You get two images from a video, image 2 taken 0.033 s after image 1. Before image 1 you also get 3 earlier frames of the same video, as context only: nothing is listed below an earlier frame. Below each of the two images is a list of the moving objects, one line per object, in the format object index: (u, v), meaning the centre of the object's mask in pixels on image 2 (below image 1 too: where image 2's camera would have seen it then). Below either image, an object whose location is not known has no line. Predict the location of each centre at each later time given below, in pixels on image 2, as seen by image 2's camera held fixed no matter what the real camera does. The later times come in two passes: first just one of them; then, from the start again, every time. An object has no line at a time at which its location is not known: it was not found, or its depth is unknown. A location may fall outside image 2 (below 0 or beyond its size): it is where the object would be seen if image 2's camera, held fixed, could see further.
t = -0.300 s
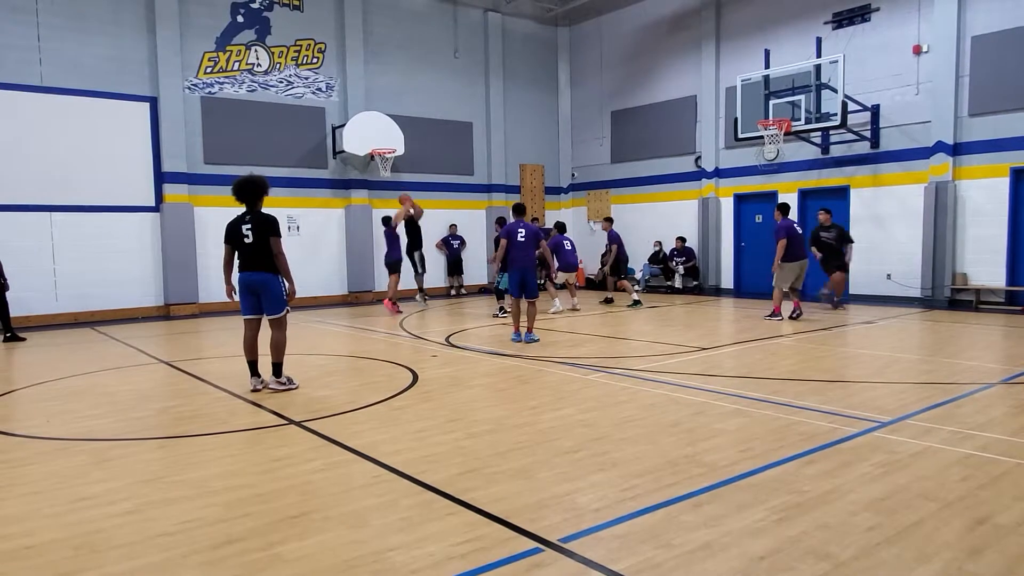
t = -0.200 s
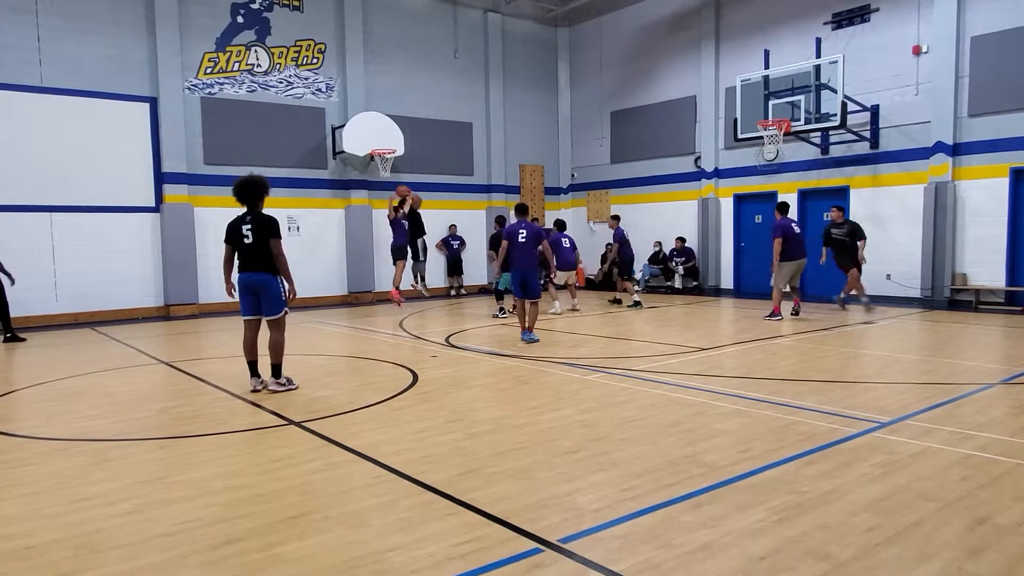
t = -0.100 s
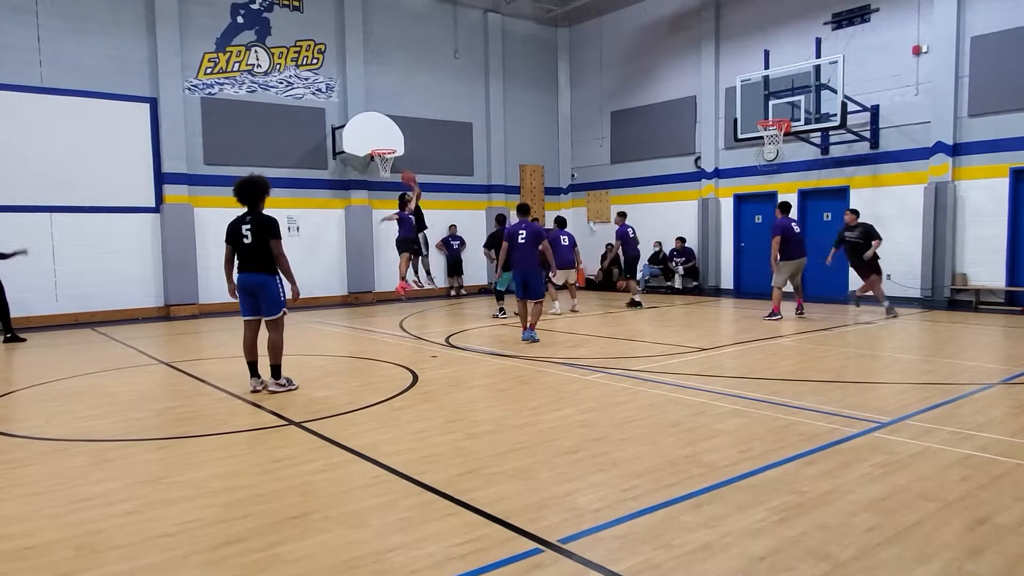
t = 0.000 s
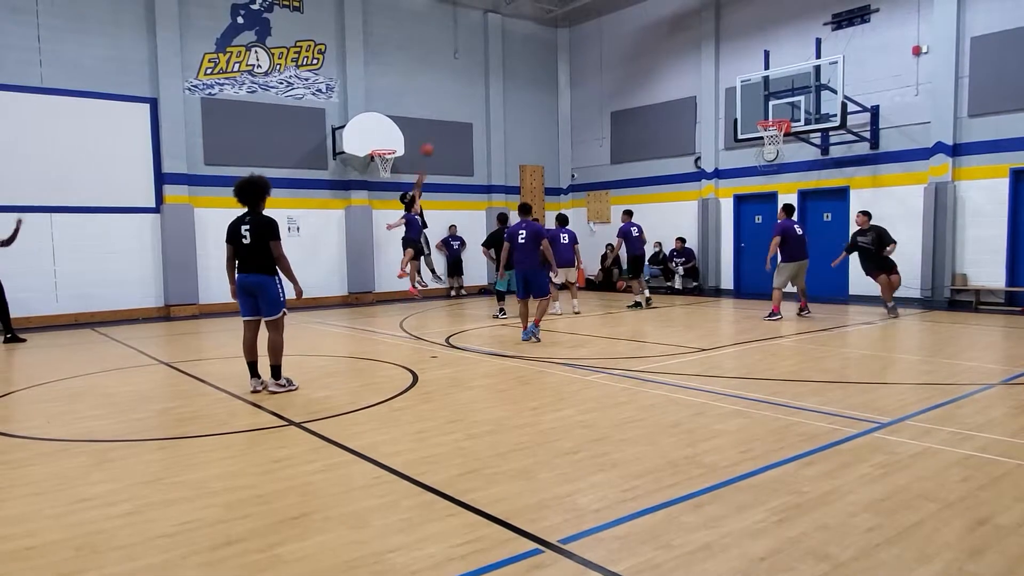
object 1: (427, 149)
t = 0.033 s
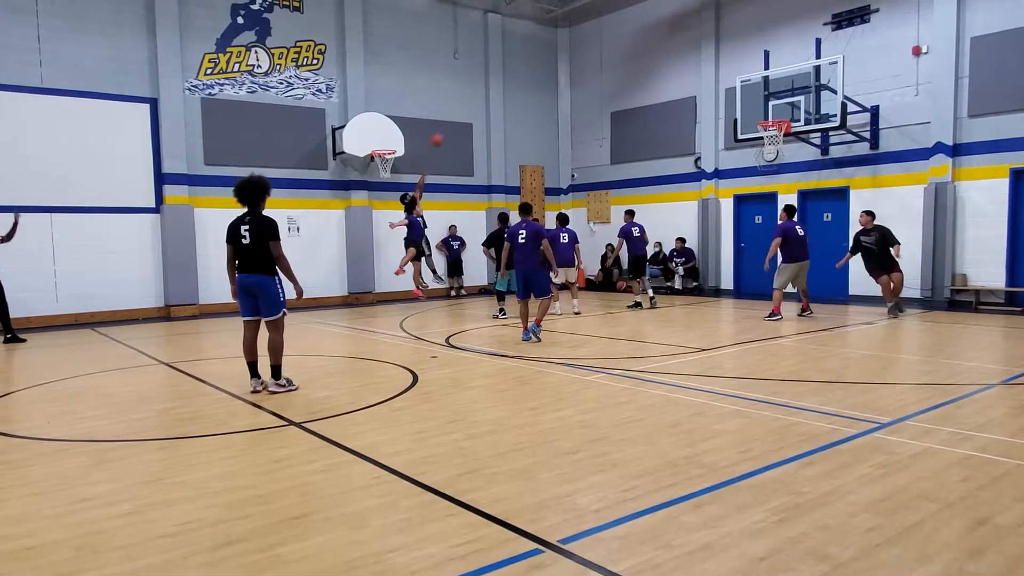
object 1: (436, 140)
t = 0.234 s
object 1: (495, 91)
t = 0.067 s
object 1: (445, 129)
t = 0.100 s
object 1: (455, 121)
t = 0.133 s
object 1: (465, 113)
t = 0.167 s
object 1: (474, 105)
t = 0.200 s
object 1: (484, 97)
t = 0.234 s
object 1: (495, 91)
